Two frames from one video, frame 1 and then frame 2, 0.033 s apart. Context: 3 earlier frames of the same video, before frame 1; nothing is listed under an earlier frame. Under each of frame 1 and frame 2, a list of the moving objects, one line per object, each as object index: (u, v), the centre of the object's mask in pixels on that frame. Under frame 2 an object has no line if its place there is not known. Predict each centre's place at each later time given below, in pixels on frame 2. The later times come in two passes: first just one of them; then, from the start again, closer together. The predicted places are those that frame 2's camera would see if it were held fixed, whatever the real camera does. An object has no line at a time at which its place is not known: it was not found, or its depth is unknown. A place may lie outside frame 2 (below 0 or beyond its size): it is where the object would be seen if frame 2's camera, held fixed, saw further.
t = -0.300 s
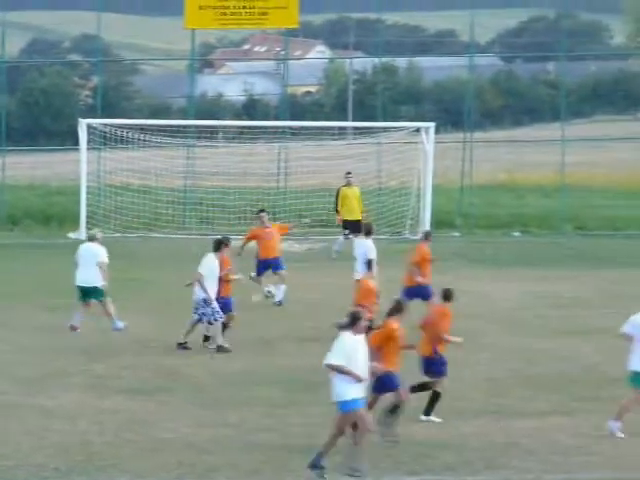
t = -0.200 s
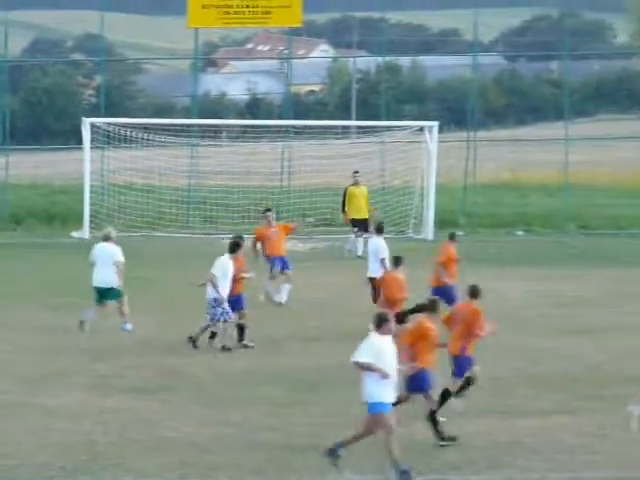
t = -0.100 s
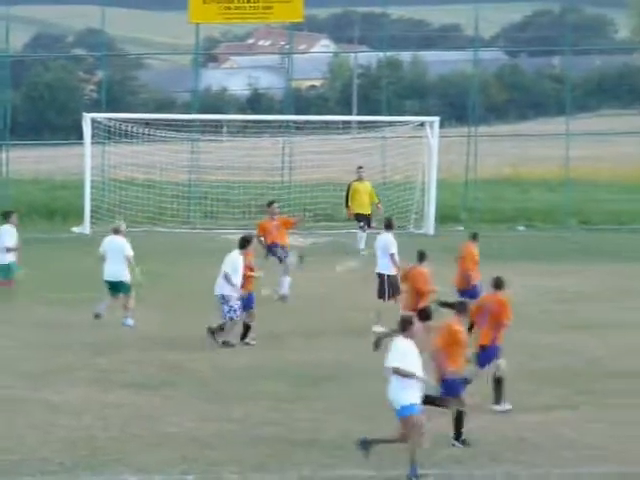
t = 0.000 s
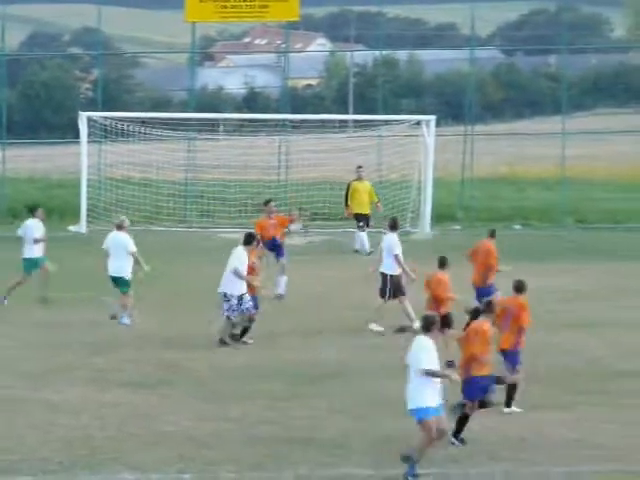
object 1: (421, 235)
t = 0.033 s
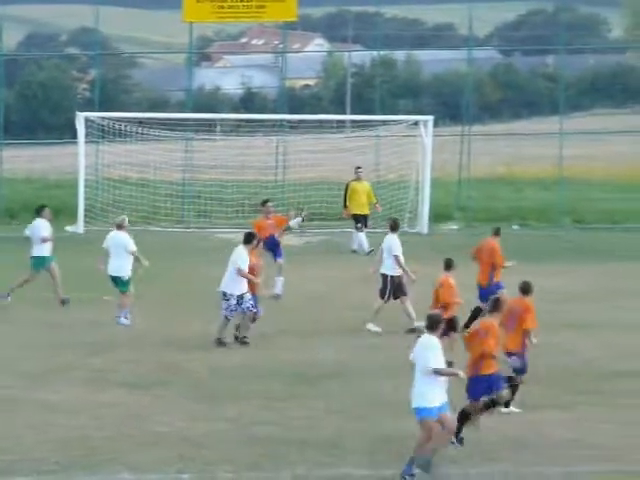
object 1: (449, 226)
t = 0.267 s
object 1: (656, 176)
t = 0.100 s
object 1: (507, 210)
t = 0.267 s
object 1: (656, 176)
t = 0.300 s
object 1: (684, 172)
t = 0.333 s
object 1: (716, 168)
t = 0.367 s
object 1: (748, 163)
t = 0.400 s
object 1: (781, 159)
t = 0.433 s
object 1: (816, 156)
